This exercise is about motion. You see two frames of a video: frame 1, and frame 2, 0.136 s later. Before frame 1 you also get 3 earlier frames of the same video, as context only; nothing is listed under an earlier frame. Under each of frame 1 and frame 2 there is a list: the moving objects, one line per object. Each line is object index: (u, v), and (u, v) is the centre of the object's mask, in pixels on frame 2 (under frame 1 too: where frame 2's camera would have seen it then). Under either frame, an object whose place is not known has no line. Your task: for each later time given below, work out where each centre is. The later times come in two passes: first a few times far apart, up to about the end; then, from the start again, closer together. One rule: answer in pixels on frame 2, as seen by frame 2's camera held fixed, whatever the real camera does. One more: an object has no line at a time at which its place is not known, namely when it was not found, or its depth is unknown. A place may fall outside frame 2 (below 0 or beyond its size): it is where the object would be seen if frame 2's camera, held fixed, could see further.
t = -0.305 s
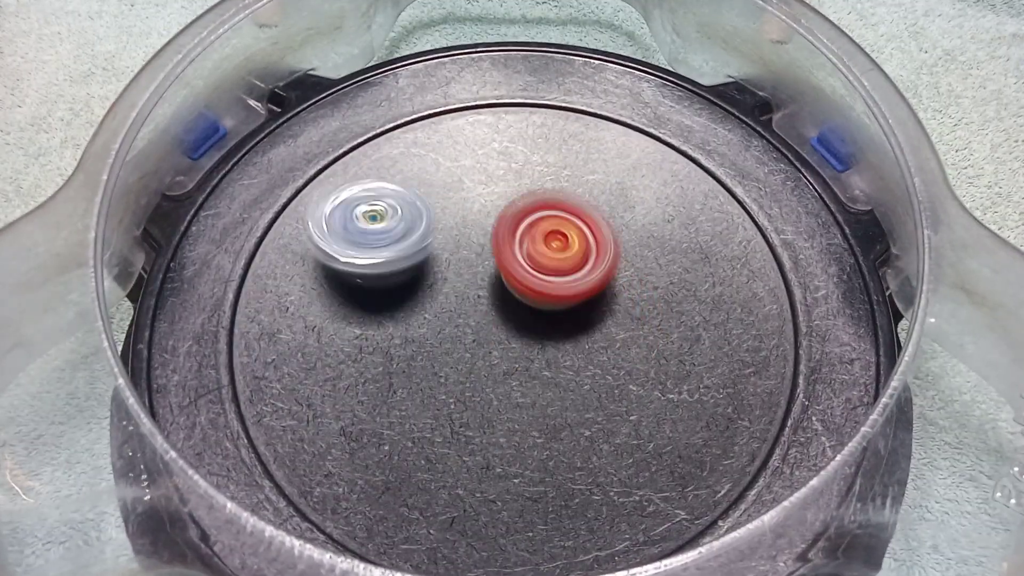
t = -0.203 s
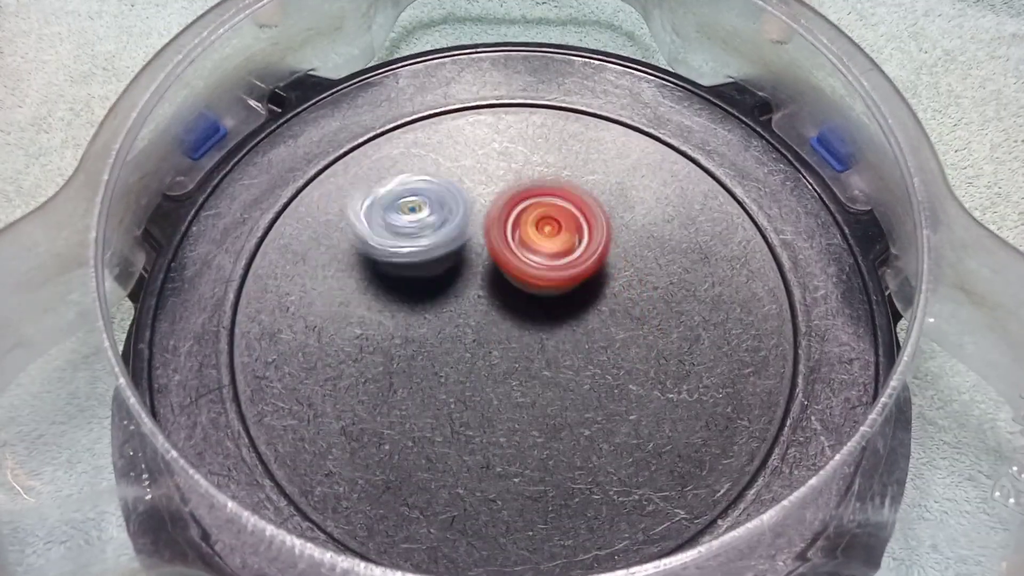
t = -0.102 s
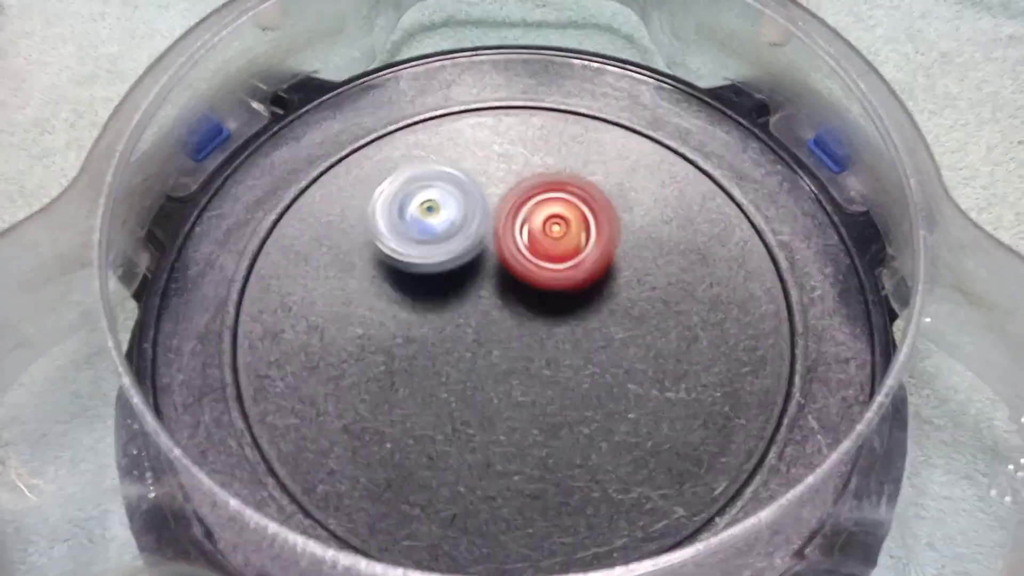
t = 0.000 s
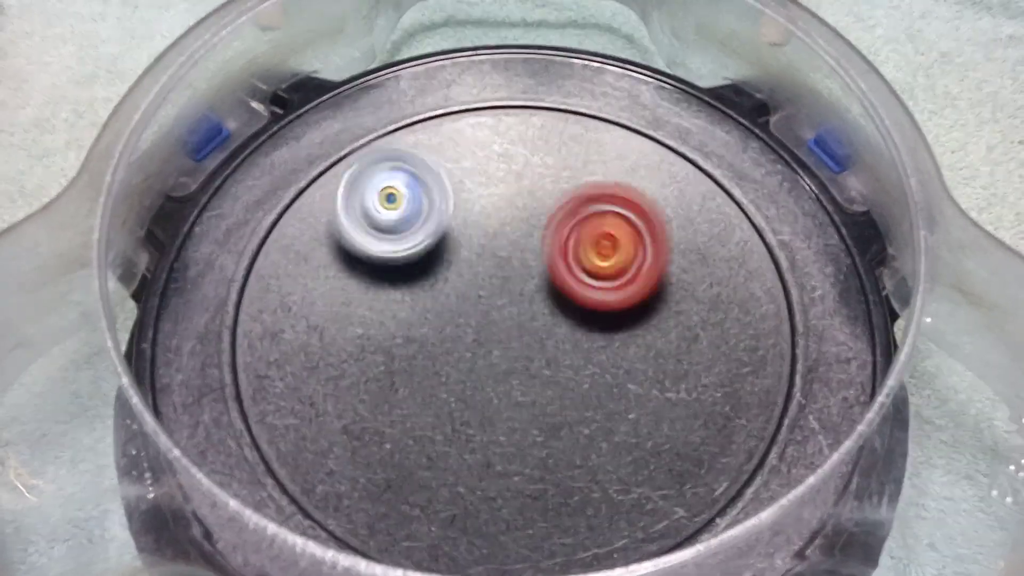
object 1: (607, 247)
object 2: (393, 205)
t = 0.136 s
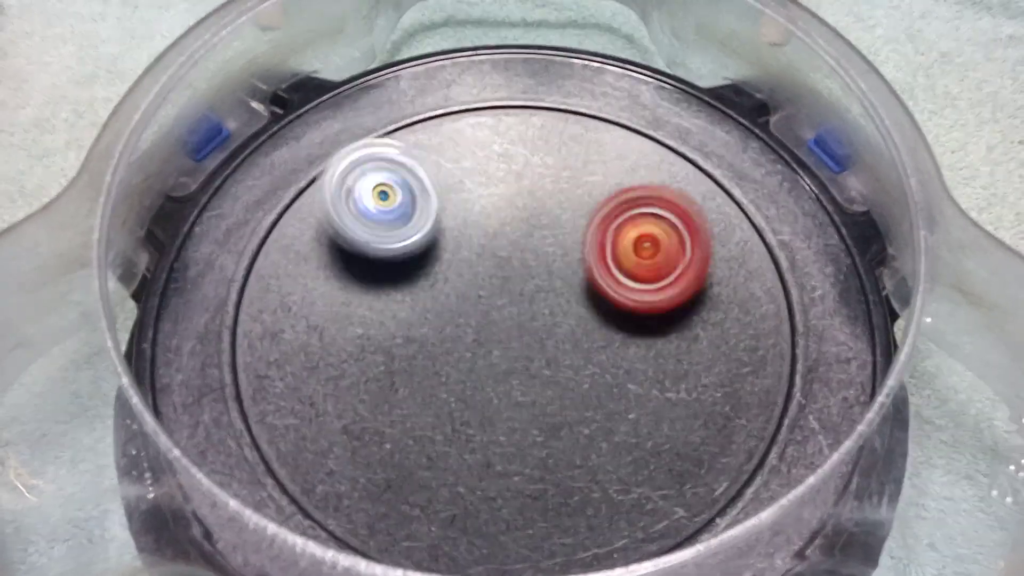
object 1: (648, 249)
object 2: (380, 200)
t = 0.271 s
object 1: (647, 248)
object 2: (379, 227)
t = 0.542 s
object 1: (588, 317)
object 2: (462, 282)
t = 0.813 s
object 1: (717, 368)
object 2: (430, 295)
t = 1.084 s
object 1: (598, 346)
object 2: (470, 277)
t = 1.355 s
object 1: (603, 338)
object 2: (491, 249)
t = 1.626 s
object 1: (596, 351)
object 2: (510, 254)
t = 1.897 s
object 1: (629, 332)
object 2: (525, 263)
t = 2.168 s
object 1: (596, 339)
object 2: (511, 252)
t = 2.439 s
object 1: (591, 352)
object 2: (523, 260)
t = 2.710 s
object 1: (590, 347)
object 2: (525, 259)
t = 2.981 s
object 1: (590, 347)
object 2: (525, 259)
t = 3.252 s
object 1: (590, 347)
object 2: (525, 259)
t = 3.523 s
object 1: (590, 347)
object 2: (525, 259)
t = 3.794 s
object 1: (590, 347)
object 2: (525, 259)
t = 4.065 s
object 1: (590, 347)
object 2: (525, 259)
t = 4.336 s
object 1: (590, 347)
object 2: (525, 259)
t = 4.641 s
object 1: (590, 347)
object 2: (525, 259)
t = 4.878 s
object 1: (590, 347)
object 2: (525, 259)
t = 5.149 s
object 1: (590, 347)
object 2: (525, 259)
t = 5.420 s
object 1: (590, 347)
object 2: (525, 259)
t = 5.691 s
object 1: (590, 347)
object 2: (525, 259)
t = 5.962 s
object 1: (590, 347)
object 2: (525, 259)
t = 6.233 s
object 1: (590, 347)
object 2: (524, 258)
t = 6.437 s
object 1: (590, 347)
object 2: (524, 258)
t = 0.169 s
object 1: (651, 249)
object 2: (376, 204)
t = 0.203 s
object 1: (650, 247)
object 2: (377, 211)
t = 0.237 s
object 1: (649, 247)
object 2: (377, 218)
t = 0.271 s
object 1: (647, 248)
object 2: (379, 227)
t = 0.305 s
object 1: (647, 248)
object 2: (385, 234)
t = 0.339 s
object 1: (646, 250)
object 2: (391, 241)
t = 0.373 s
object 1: (642, 255)
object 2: (399, 247)
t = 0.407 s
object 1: (634, 260)
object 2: (408, 254)
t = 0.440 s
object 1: (623, 269)
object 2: (421, 262)
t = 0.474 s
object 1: (610, 281)
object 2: (435, 269)
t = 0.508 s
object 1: (598, 296)
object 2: (449, 275)
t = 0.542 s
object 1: (588, 317)
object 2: (462, 282)
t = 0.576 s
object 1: (610, 343)
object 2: (445, 286)
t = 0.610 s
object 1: (638, 371)
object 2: (429, 284)
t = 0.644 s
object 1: (666, 389)
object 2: (423, 293)
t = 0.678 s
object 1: (693, 396)
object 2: (423, 296)
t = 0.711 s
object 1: (711, 394)
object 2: (429, 300)
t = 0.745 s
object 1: (721, 387)
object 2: (430, 296)
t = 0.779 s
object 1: (722, 378)
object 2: (430, 298)
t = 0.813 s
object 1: (717, 368)
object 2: (430, 295)
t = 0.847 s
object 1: (700, 359)
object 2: (431, 299)
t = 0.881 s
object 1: (673, 353)
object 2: (436, 298)
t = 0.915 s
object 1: (649, 354)
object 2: (440, 297)
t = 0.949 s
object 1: (630, 356)
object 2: (449, 293)
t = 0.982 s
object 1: (614, 357)
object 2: (451, 289)
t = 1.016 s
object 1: (604, 356)
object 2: (458, 286)
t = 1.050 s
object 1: (598, 353)
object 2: (464, 282)
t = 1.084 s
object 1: (598, 346)
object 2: (470, 277)
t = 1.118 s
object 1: (601, 339)
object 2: (476, 271)
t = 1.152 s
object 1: (607, 334)
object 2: (479, 268)
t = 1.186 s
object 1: (614, 332)
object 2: (488, 260)
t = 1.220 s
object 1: (620, 331)
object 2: (489, 259)
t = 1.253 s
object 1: (621, 331)
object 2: (491, 252)
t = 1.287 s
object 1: (621, 331)
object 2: (493, 252)
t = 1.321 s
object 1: (617, 332)
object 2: (494, 247)
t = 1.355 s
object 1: (603, 338)
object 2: (491, 249)
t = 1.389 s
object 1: (598, 344)
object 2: (494, 253)
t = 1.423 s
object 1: (596, 349)
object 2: (498, 255)
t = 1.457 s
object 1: (597, 354)
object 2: (503, 255)
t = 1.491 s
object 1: (598, 357)
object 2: (508, 254)
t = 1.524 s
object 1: (599, 358)
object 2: (509, 252)
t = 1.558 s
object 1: (598, 357)
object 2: (510, 252)
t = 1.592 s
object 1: (597, 355)
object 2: (509, 252)
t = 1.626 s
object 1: (596, 351)
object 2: (510, 254)
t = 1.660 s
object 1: (597, 346)
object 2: (512, 258)
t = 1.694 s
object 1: (599, 340)
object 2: (512, 263)
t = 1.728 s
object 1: (605, 335)
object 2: (516, 263)
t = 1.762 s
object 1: (612, 333)
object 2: (521, 263)
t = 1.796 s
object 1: (616, 332)
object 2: (523, 263)
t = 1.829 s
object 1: (620, 331)
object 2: (527, 261)
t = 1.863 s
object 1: (627, 332)
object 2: (528, 262)
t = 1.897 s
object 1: (629, 332)
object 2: (525, 263)
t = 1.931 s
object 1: (629, 332)
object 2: (523, 264)
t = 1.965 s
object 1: (629, 332)
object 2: (523, 266)
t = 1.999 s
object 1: (630, 332)
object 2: (519, 262)
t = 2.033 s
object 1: (629, 332)
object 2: (517, 259)
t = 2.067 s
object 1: (624, 331)
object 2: (516, 254)
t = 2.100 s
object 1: (615, 331)
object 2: (513, 252)
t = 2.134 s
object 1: (604, 334)
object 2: (512, 251)
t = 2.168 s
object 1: (596, 339)
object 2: (511, 252)
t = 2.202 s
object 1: (591, 346)
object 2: (511, 253)
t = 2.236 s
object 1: (591, 351)
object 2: (513, 254)
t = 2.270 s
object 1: (593, 355)
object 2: (514, 255)
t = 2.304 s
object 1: (595, 356)
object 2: (518, 257)
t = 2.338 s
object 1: (595, 357)
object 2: (521, 258)
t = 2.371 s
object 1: (593, 356)
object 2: (523, 261)
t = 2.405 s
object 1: (592, 354)
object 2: (524, 261)
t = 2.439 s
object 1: (591, 352)
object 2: (523, 260)
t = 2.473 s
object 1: (591, 351)
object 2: (522, 261)
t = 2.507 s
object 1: (590, 350)
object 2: (521, 261)
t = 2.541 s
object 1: (590, 349)
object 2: (522, 260)
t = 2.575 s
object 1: (590, 347)
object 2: (524, 259)
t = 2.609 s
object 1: (590, 346)
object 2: (525, 259)
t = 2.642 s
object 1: (590, 347)
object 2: (525, 259)
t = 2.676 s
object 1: (590, 347)
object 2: (525, 259)
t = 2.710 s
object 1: (590, 347)
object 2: (525, 259)
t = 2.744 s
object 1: (590, 346)
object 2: (525, 259)
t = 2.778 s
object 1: (590, 347)
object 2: (525, 259)
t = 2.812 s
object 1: (590, 347)
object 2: (525, 259)
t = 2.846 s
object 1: (590, 347)
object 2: (525, 259)
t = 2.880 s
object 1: (590, 347)
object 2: (525, 259)
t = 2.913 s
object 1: (590, 347)
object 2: (525, 259)
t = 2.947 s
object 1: (590, 347)
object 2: (525, 259)
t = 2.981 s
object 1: (590, 347)
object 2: (525, 259)
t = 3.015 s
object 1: (590, 347)
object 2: (525, 259)
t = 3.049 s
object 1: (590, 347)
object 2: (525, 259)
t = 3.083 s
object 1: (590, 347)
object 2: (525, 259)
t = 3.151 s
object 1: (590, 347)
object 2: (525, 259)
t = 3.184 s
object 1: (590, 347)
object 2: (525, 259)
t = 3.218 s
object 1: (590, 347)
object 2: (525, 259)
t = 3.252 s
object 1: (590, 347)
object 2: (525, 259)
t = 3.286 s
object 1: (590, 347)
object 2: (525, 259)
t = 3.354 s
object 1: (590, 347)
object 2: (525, 259)
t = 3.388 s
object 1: (590, 347)
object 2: (525, 259)
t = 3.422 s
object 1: (590, 347)
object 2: (525, 259)
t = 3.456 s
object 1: (590, 347)
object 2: (525, 259)
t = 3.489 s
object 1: (590, 347)
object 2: (525, 259)
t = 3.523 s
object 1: (590, 347)
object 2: (525, 259)
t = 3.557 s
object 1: (590, 347)
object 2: (525, 259)
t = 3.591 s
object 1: (590, 347)
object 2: (525, 259)
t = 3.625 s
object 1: (590, 347)
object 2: (525, 259)
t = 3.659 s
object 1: (590, 347)
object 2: (525, 259)
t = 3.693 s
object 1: (590, 347)
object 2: (525, 259)
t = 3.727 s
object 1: (590, 347)
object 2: (525, 259)
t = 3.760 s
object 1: (590, 347)
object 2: (525, 259)
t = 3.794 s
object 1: (590, 347)
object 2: (525, 259)
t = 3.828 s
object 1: (590, 347)
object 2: (525, 259)
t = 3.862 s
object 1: (590, 347)
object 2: (525, 259)
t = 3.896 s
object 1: (590, 347)
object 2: (525, 259)
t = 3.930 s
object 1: (590, 347)
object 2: (525, 259)
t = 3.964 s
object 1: (590, 347)
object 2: (525, 259)
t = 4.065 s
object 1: (590, 347)
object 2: (525, 259)
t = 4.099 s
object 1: (590, 347)
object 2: (525, 259)
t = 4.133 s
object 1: (590, 347)
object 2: (525, 259)
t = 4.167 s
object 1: (590, 347)
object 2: (525, 259)
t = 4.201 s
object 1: (590, 347)
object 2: (525, 259)
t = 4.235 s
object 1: (590, 347)
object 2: (525, 259)
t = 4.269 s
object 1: (590, 347)
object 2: (525, 259)
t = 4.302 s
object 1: (590, 347)
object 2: (525, 259)
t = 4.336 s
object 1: (590, 347)
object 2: (525, 259)
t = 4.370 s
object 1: (590, 347)
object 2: (525, 259)
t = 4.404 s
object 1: (590, 347)
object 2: (525, 259)
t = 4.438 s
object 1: (590, 347)
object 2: (525, 259)
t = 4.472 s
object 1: (590, 347)
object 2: (525, 259)
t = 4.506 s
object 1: (590, 347)
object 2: (525, 259)
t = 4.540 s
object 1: (590, 347)
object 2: (525, 259)
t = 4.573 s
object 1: (590, 347)
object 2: (525, 259)
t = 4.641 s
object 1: (590, 347)
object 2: (525, 259)
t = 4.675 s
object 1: (590, 347)
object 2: (525, 259)
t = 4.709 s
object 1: (590, 347)
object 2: (525, 259)
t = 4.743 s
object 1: (590, 347)
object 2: (525, 259)
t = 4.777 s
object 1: (590, 347)
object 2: (525, 259)
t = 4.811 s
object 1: (590, 347)
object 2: (525, 259)
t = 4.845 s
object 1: (590, 347)
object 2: (525, 259)
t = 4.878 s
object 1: (590, 347)
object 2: (525, 259)
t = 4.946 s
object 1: (590, 347)
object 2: (525, 259)
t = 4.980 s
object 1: (590, 347)
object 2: (525, 259)
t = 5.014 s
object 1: (590, 347)
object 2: (525, 259)
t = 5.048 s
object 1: (590, 347)
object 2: (525, 259)
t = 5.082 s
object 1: (590, 347)
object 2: (525, 259)
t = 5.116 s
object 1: (590, 347)
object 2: (525, 259)
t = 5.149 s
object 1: (590, 347)
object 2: (525, 259)
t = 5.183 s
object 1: (590, 347)
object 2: (525, 259)
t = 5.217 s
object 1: (590, 347)
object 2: (525, 259)
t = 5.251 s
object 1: (590, 347)
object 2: (525, 259)
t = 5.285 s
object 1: (590, 347)
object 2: (525, 259)
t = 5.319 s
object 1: (590, 347)
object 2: (525, 259)
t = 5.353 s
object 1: (590, 347)
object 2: (525, 259)
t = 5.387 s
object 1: (590, 347)
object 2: (525, 259)
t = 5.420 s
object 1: (590, 347)
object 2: (525, 259)
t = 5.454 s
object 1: (590, 347)
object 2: (525, 259)
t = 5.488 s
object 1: (590, 347)
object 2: (525, 259)
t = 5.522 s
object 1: (590, 347)
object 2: (525, 259)
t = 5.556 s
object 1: (590, 347)
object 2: (525, 259)
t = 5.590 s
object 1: (590, 347)
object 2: (525, 259)
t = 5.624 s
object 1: (590, 347)
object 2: (525, 259)
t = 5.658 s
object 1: (590, 347)
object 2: (525, 259)
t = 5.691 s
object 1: (590, 347)
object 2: (525, 259)
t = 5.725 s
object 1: (590, 347)
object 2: (525, 259)
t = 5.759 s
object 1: (590, 347)
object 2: (525, 259)
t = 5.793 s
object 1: (590, 347)
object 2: (525, 259)
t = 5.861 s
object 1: (590, 347)
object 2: (525, 259)
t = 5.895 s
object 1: (590, 347)
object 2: (525, 259)
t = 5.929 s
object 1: (590, 347)
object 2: (525, 259)
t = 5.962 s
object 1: (590, 347)
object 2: (525, 259)
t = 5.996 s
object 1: (590, 347)
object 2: (525, 259)
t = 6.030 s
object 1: (590, 347)
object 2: (525, 259)
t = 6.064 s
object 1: (590, 347)
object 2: (525, 259)
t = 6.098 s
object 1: (590, 347)
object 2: (525, 259)
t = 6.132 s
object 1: (590, 347)
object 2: (524, 259)
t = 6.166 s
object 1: (590, 347)
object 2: (524, 259)
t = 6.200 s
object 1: (590, 347)
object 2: (524, 259)
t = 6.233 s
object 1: (590, 347)
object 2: (524, 258)
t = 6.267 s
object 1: (590, 347)
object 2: (524, 259)
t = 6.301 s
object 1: (590, 347)
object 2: (524, 259)
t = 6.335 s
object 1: (590, 347)
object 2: (524, 259)
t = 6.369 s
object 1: (590, 347)
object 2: (524, 259)
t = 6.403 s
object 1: (590, 347)
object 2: (524, 259)
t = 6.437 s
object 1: (590, 347)
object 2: (524, 258)
